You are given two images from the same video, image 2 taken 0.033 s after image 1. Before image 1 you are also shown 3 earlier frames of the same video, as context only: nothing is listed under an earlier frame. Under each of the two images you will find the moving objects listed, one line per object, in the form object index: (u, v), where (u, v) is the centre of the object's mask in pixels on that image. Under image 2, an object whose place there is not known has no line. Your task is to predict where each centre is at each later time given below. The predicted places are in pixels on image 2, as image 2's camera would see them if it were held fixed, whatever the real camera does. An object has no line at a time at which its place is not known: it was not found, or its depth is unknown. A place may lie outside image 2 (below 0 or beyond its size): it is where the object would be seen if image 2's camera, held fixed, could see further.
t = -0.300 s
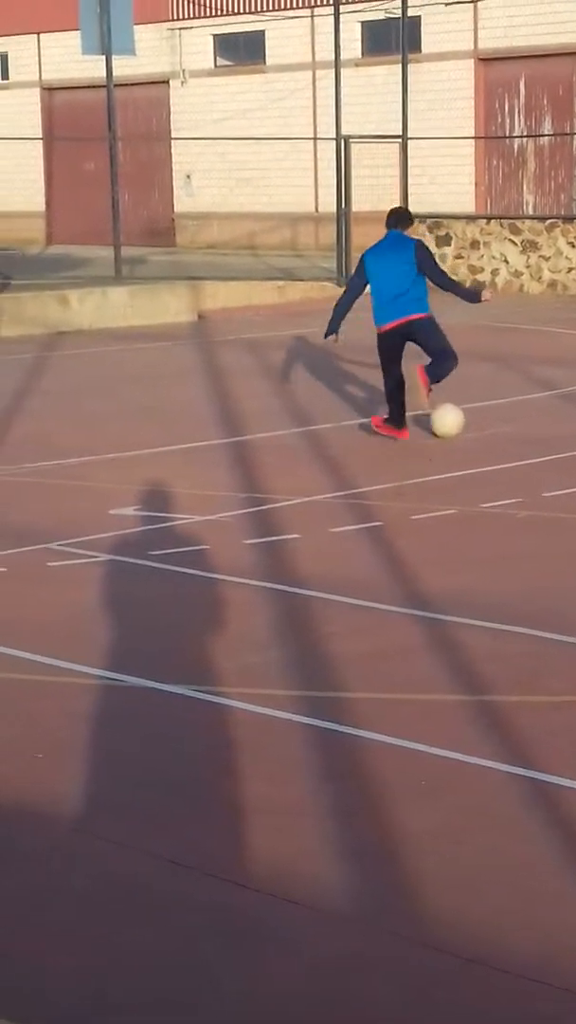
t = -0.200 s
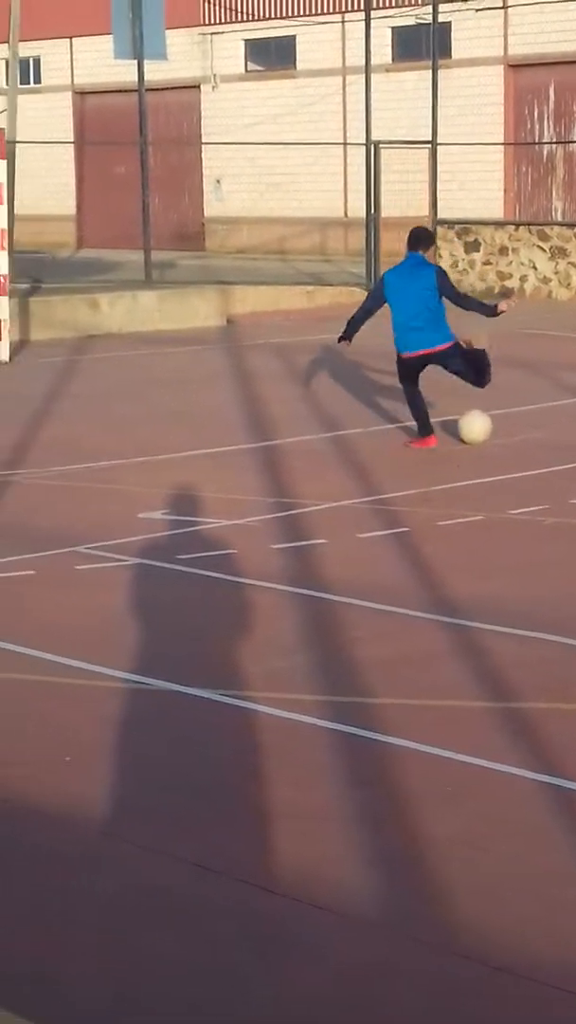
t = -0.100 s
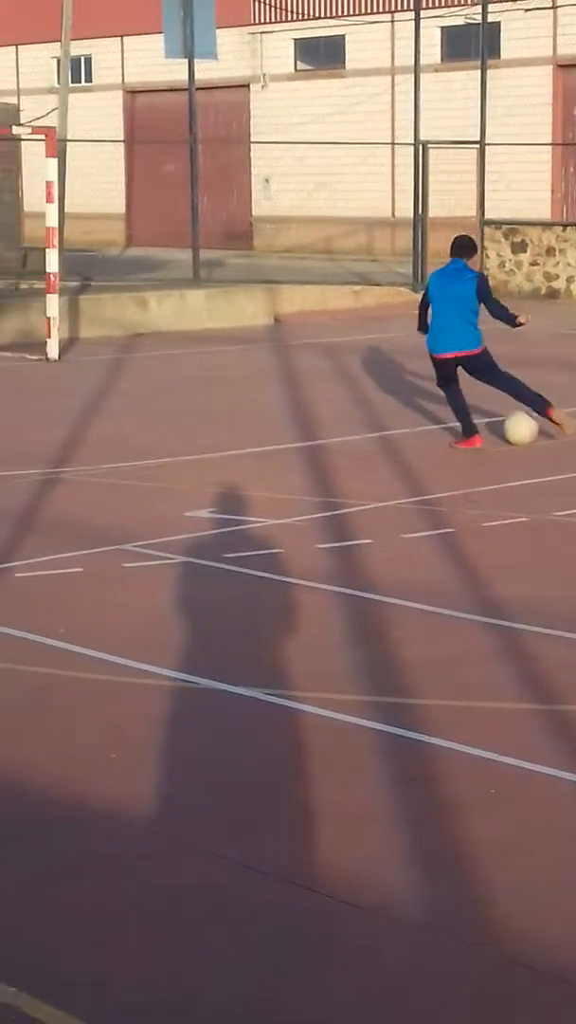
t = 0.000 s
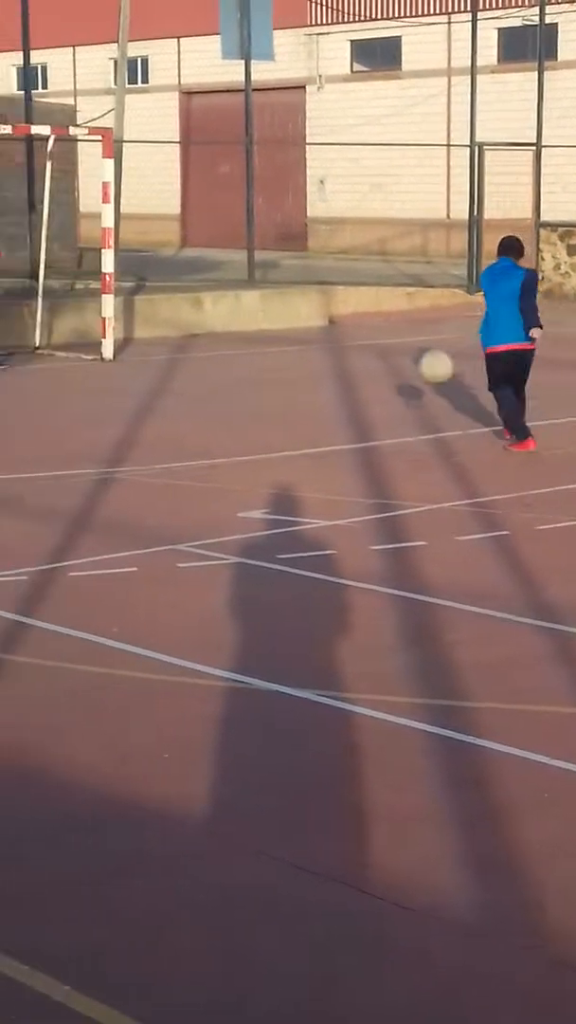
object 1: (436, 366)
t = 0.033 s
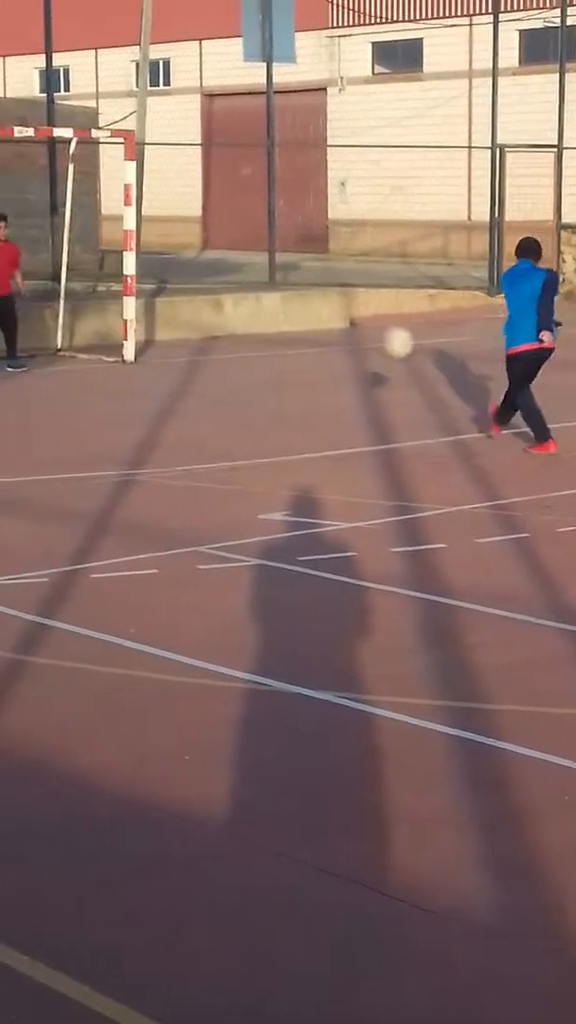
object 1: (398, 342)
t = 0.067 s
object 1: (340, 320)
